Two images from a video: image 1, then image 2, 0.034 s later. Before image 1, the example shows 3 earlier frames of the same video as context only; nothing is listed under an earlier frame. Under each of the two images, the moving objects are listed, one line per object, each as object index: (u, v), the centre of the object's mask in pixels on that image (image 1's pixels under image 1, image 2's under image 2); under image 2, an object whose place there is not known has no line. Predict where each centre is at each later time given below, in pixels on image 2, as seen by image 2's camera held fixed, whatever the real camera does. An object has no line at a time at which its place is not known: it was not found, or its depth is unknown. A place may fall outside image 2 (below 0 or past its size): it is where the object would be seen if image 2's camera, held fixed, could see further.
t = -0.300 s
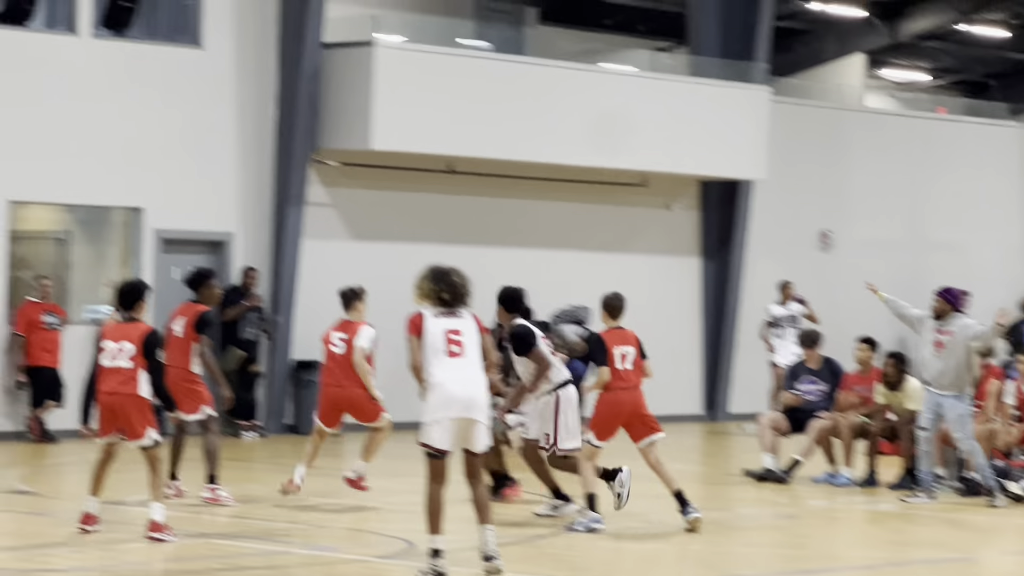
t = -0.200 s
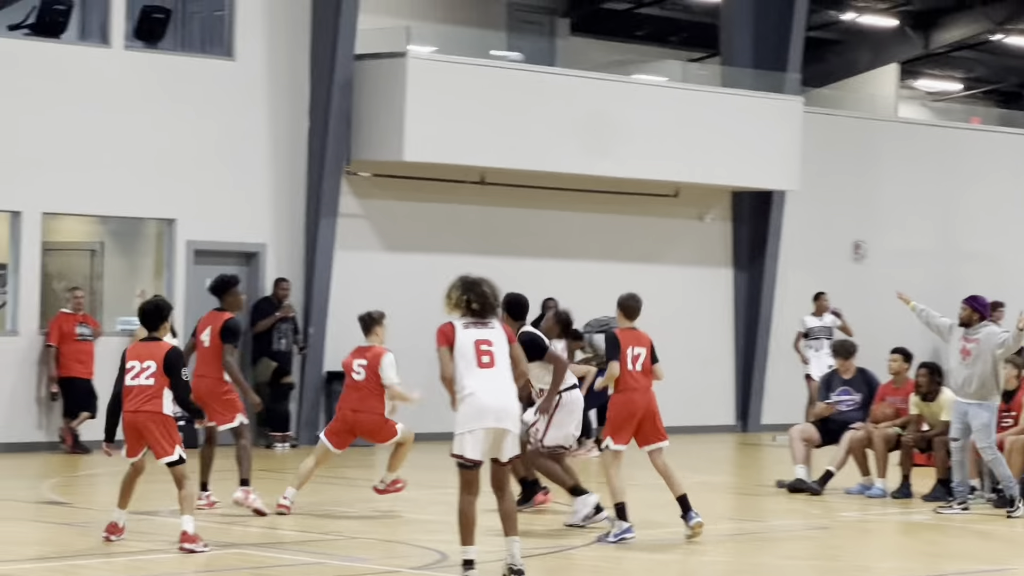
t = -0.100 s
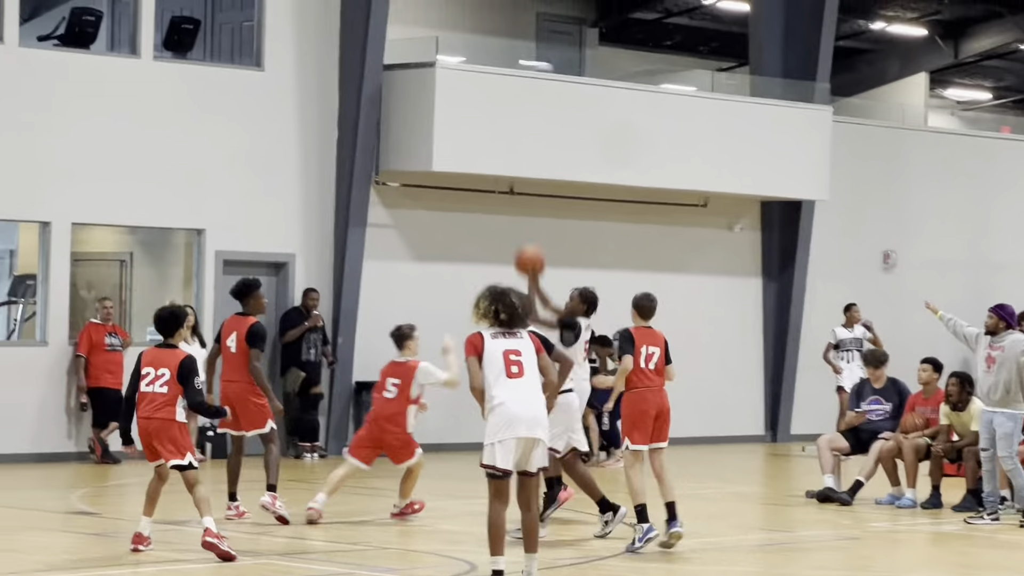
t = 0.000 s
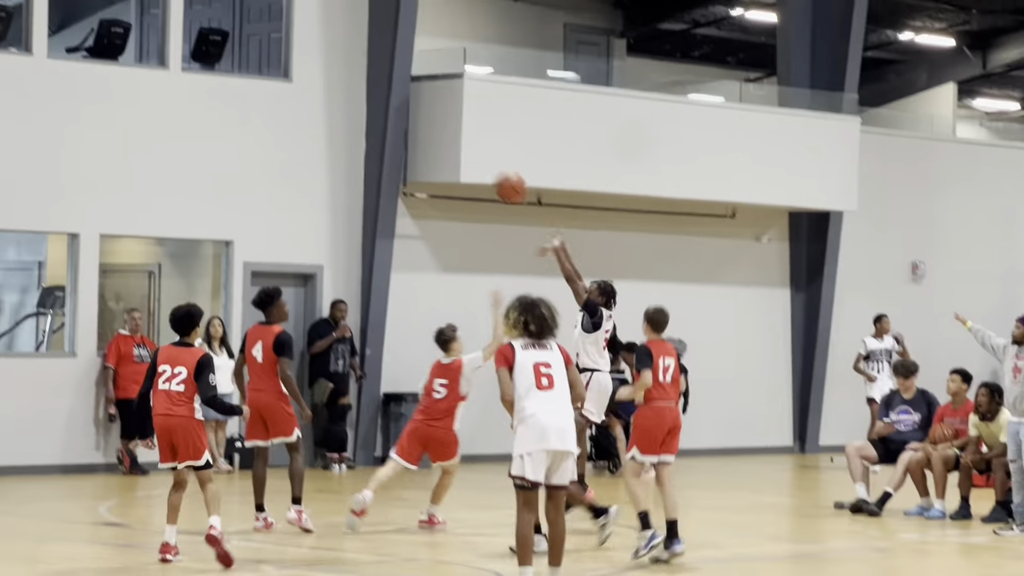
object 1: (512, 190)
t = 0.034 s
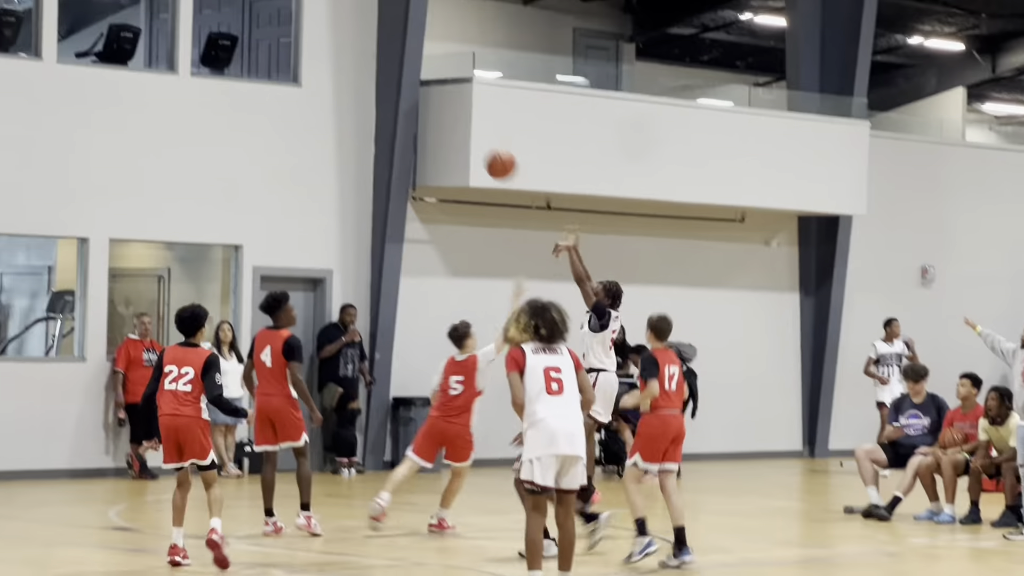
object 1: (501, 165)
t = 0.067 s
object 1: (481, 139)
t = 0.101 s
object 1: (464, 115)
